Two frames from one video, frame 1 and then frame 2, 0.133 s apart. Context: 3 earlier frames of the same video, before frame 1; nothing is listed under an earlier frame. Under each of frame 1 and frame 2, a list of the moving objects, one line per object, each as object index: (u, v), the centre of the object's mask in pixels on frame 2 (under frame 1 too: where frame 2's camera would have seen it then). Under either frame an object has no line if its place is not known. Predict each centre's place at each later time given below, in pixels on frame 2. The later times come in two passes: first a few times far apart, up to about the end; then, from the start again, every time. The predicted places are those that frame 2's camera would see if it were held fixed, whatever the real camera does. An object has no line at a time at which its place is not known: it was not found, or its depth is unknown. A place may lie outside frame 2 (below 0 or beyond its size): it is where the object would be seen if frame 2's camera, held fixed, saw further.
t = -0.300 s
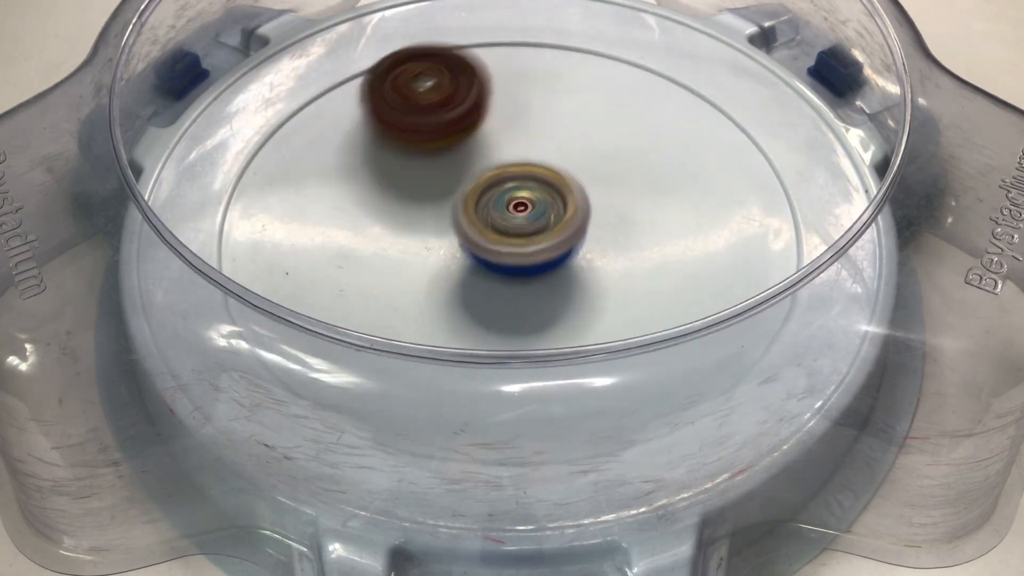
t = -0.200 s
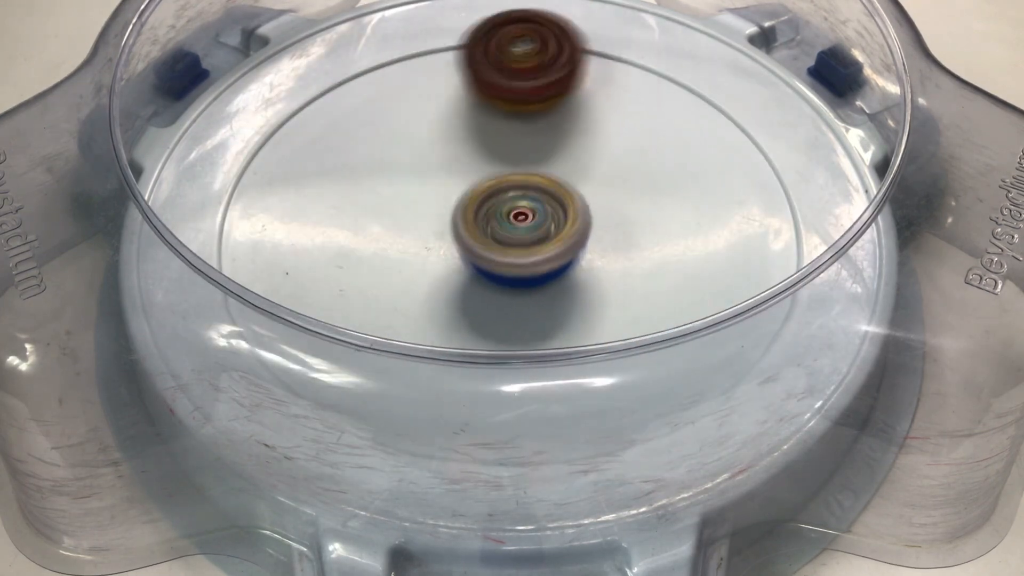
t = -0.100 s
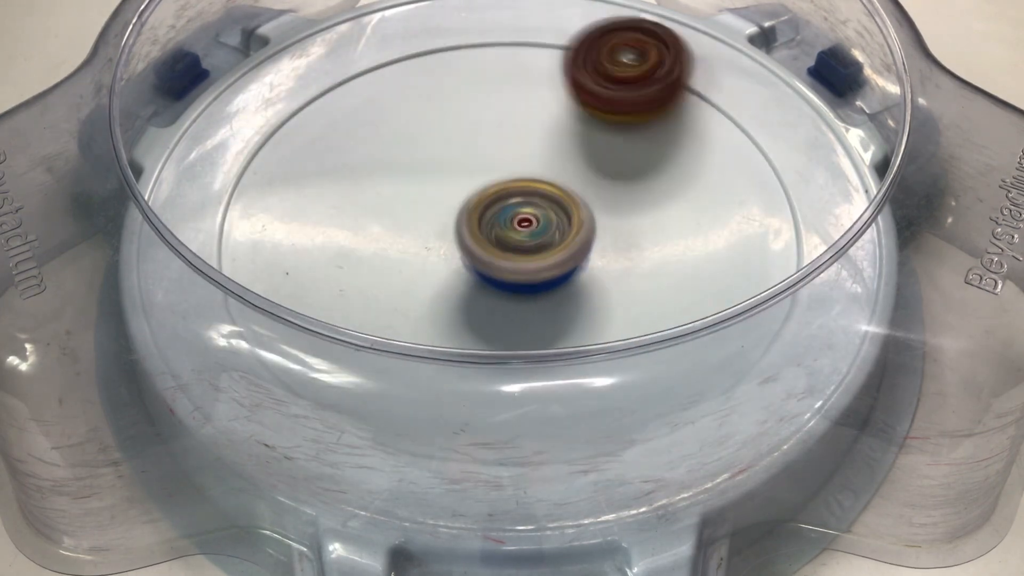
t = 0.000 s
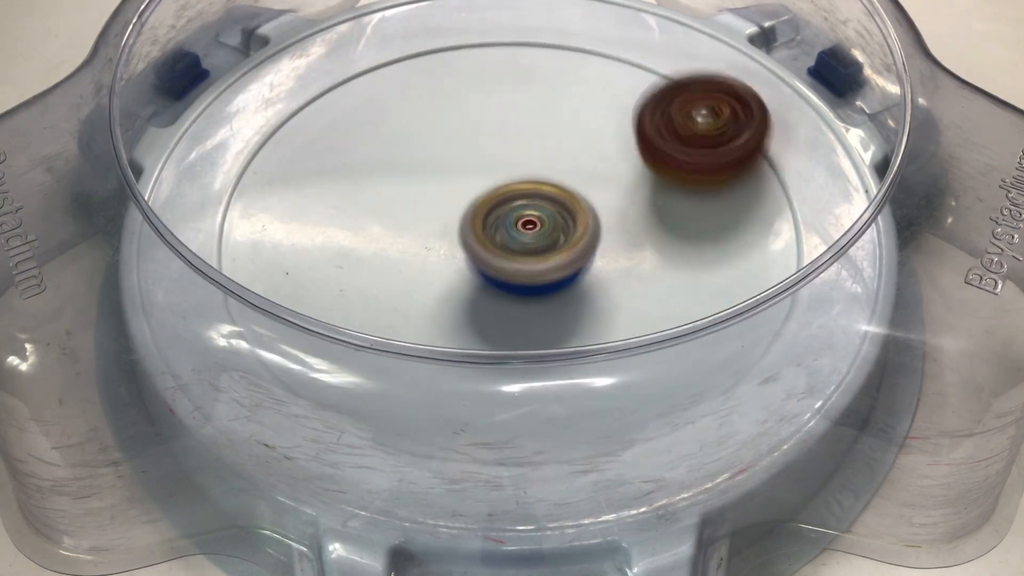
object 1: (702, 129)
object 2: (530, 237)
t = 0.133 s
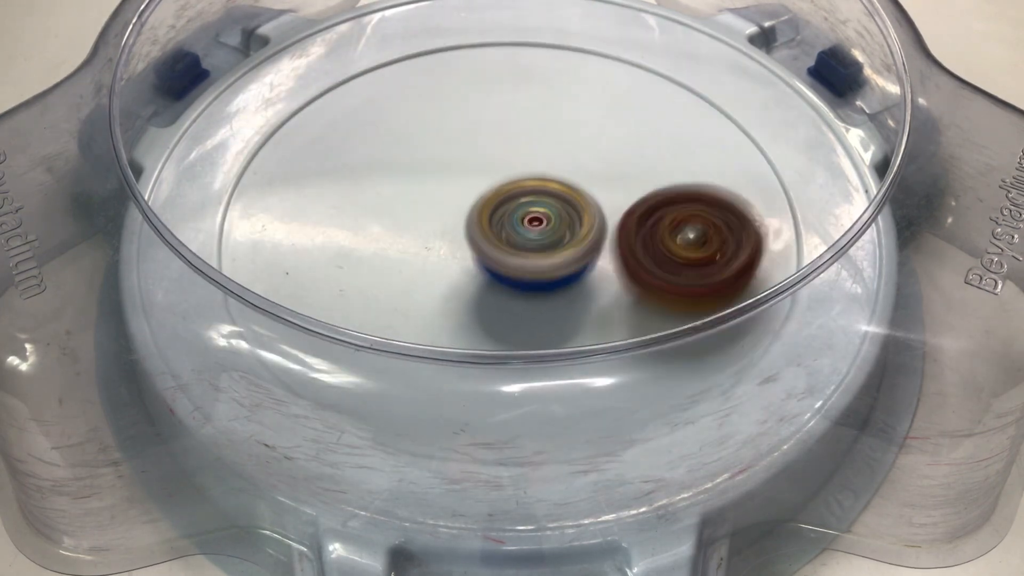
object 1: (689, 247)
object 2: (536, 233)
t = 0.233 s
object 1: (645, 311)
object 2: (474, 222)
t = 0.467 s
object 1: (447, 391)
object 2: (329, 186)
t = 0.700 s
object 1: (428, 340)
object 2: (279, 119)
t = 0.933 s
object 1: (520, 262)
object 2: (382, 138)
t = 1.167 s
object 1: (700, 221)
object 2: (502, 106)
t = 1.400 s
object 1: (700, 227)
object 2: (582, 65)
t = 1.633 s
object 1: (619, 213)
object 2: (634, 49)
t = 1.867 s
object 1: (472, 193)
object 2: (641, 102)
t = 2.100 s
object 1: (372, 130)
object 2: (695, 189)
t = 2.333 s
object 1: (394, 136)
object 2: (717, 228)
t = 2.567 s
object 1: (428, 160)
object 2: (597, 282)
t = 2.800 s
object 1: (504, 233)
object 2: (491, 341)
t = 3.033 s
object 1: (533, 221)
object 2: (493, 370)
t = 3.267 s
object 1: (581, 159)
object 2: (441, 305)
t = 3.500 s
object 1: (692, 80)
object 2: (344, 287)
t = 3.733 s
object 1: (688, 98)
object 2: (364, 240)
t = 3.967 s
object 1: (584, 166)
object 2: (399, 149)
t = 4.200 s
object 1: (469, 245)
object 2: (382, 60)
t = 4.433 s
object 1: (388, 277)
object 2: (402, 90)
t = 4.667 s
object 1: (386, 272)
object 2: (519, 152)
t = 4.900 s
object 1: (442, 244)
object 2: (638, 193)
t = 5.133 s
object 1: (589, 202)
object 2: (745, 212)
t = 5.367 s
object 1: (619, 193)
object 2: (757, 212)
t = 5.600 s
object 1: (523, 154)
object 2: (705, 255)
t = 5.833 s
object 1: (455, 113)
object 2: (584, 299)
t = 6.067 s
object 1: (453, 127)
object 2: (453, 305)
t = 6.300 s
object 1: (448, 214)
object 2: (348, 276)
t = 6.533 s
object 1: (585, 234)
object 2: (273, 274)
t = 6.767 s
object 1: (626, 247)
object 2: (359, 217)
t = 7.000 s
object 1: (616, 247)
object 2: (442, 161)
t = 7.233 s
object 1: (567, 233)
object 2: (533, 117)
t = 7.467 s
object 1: (543, 238)
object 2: (623, 87)
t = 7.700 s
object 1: (515, 243)
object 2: (668, 105)
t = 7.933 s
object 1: (501, 245)
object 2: (642, 190)
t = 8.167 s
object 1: (465, 251)
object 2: (616, 264)
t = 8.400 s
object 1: (460, 241)
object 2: (558, 310)
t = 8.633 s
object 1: (469, 219)
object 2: (499, 309)
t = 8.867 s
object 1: (521, 146)
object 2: (441, 309)
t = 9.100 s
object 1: (574, 99)
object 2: (454, 279)
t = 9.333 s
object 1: (582, 114)
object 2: (466, 206)
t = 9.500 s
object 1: (609, 129)
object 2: (451, 176)
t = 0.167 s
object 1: (678, 269)
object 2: (522, 229)
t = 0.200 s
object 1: (665, 284)
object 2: (497, 225)
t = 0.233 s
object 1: (645, 311)
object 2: (474, 222)
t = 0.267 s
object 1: (613, 333)
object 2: (453, 221)
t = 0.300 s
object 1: (575, 344)
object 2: (433, 222)
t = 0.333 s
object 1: (533, 349)
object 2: (414, 225)
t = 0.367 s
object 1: (492, 348)
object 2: (398, 231)
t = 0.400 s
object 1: (453, 337)
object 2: (384, 237)
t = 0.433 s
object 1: (443, 367)
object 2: (356, 217)
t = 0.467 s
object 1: (447, 391)
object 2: (329, 186)
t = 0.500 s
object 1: (444, 411)
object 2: (310, 162)
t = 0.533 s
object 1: (441, 415)
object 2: (296, 143)
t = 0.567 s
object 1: (435, 408)
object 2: (286, 130)
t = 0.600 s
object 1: (428, 388)
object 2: (277, 121)
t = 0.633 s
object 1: (425, 372)
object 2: (270, 115)
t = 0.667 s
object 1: (425, 364)
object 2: (271, 116)
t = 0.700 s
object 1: (428, 340)
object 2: (279, 119)
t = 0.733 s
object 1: (434, 313)
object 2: (288, 122)
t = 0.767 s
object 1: (437, 308)
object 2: (298, 126)
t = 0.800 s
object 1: (442, 301)
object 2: (312, 130)
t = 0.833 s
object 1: (454, 295)
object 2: (327, 135)
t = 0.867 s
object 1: (472, 283)
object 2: (344, 137)
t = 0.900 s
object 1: (495, 272)
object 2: (363, 139)
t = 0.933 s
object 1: (520, 262)
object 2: (382, 138)
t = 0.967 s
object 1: (548, 253)
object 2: (402, 137)
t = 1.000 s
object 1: (576, 244)
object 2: (421, 134)
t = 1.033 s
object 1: (603, 237)
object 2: (439, 130)
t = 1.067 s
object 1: (630, 230)
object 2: (457, 125)
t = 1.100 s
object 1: (656, 226)
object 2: (473, 119)
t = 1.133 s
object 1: (680, 223)
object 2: (488, 113)
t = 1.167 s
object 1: (700, 221)
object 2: (502, 106)
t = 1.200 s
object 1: (716, 222)
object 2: (515, 98)
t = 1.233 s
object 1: (726, 222)
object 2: (527, 91)
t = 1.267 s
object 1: (730, 224)
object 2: (540, 86)
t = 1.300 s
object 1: (728, 225)
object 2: (550, 80)
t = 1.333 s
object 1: (721, 226)
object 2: (560, 75)
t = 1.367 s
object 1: (711, 226)
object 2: (571, 70)
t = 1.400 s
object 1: (700, 227)
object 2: (582, 65)
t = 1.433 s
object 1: (689, 227)
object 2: (593, 60)
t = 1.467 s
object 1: (678, 227)
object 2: (603, 55)
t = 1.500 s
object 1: (666, 227)
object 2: (612, 52)
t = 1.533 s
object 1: (655, 226)
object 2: (620, 50)
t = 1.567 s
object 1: (644, 224)
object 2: (627, 47)
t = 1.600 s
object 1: (632, 220)
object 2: (632, 47)
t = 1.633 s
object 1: (619, 213)
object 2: (634, 49)
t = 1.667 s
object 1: (606, 204)
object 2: (633, 53)
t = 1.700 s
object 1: (592, 193)
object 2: (630, 62)
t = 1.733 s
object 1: (578, 182)
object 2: (627, 74)
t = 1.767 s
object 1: (553, 188)
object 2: (630, 77)
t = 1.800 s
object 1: (524, 195)
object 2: (633, 82)
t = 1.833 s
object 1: (497, 197)
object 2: (637, 91)
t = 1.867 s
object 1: (472, 193)
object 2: (641, 102)
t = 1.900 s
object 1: (448, 186)
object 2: (646, 115)
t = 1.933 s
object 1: (426, 176)
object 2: (654, 129)
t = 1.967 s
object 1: (406, 165)
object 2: (662, 143)
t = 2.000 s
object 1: (392, 154)
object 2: (671, 154)
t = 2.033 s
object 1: (381, 144)
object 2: (679, 166)
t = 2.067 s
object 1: (375, 136)
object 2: (687, 178)
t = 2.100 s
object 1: (372, 130)
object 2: (695, 189)
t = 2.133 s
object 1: (373, 128)
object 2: (703, 199)
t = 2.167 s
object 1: (375, 128)
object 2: (712, 208)
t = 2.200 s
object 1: (378, 128)
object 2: (720, 215)
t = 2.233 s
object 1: (382, 130)
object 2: (725, 220)
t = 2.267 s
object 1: (386, 131)
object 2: (727, 223)
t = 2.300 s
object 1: (390, 134)
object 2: (724, 226)
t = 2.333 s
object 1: (394, 136)
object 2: (717, 228)
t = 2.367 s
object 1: (398, 138)
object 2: (706, 232)
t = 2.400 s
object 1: (402, 140)
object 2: (691, 238)
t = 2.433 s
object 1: (406, 142)
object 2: (671, 245)
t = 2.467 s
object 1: (410, 146)
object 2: (651, 255)
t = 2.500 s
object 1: (415, 149)
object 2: (633, 264)
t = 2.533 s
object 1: (421, 154)
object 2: (615, 273)
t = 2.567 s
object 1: (428, 160)
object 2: (597, 282)
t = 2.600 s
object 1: (438, 168)
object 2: (579, 290)
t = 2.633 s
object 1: (448, 178)
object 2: (561, 297)
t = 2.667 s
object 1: (460, 189)
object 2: (545, 303)
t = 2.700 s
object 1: (472, 202)
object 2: (530, 307)
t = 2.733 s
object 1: (483, 214)
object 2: (516, 311)
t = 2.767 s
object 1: (494, 225)
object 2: (504, 314)
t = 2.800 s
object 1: (504, 233)
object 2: (491, 341)
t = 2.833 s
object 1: (511, 229)
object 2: (481, 373)
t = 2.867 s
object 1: (516, 224)
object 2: (475, 393)
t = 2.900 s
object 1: (520, 223)
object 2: (473, 412)
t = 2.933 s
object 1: (523, 222)
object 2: (471, 415)
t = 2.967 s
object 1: (527, 222)
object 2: (478, 409)
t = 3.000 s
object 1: (530, 222)
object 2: (486, 388)
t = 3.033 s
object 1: (533, 221)
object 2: (493, 370)
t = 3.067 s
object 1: (536, 221)
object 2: (496, 353)
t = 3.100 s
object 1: (538, 220)
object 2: (498, 334)
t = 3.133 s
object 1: (541, 219)
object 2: (496, 312)
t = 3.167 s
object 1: (544, 216)
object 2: (492, 303)
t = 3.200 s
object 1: (553, 200)
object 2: (476, 302)
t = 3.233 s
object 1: (566, 178)
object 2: (458, 305)
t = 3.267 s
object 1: (581, 159)
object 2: (441, 305)
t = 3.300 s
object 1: (598, 142)
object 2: (425, 303)
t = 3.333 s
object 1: (615, 128)
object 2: (409, 301)
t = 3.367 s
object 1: (633, 114)
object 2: (393, 299)
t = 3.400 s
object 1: (651, 101)
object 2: (378, 296)
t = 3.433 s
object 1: (668, 90)
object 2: (364, 293)
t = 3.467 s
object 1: (684, 83)
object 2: (353, 290)
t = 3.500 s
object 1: (692, 80)
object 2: (344, 287)
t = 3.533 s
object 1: (695, 80)
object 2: (338, 284)
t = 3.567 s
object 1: (695, 81)
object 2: (338, 281)
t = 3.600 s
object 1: (694, 83)
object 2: (340, 278)
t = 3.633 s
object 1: (693, 86)
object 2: (344, 273)
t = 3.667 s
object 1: (692, 90)
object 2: (350, 266)
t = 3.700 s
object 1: (690, 94)
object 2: (357, 254)
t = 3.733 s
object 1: (688, 98)
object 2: (364, 240)
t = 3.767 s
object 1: (685, 103)
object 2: (370, 226)
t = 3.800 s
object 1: (679, 109)
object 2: (376, 213)
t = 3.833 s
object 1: (669, 119)
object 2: (382, 199)
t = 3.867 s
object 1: (654, 131)
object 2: (387, 186)
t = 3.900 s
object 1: (633, 144)
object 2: (392, 173)
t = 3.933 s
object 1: (609, 156)
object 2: (396, 161)
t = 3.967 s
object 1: (584, 166)
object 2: (399, 149)
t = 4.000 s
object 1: (558, 174)
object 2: (403, 136)
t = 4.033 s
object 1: (532, 181)
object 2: (407, 125)
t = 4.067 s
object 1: (510, 186)
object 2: (408, 111)
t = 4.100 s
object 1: (506, 204)
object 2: (397, 95)
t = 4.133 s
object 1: (499, 218)
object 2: (393, 80)
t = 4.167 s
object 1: (486, 233)
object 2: (388, 69)
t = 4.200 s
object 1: (469, 245)
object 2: (382, 60)
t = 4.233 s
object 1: (451, 256)
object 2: (376, 53)
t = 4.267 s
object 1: (434, 265)
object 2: (372, 50)
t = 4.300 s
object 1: (418, 271)
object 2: (372, 53)
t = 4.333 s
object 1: (406, 275)
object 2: (373, 56)
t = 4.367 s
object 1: (396, 277)
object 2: (378, 66)
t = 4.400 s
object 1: (391, 277)
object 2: (388, 77)
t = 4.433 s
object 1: (388, 277)
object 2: (402, 90)
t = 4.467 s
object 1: (386, 277)
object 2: (418, 101)
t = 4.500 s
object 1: (385, 276)
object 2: (434, 111)
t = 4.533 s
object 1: (385, 276)
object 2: (450, 121)
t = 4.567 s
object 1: (384, 275)
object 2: (468, 130)
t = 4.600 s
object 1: (384, 274)
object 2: (484, 138)
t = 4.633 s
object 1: (385, 273)
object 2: (502, 145)
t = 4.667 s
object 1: (386, 272)
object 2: (519, 152)
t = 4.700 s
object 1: (388, 270)
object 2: (536, 159)
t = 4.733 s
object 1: (390, 268)
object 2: (553, 165)
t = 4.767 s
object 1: (393, 266)
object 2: (570, 171)
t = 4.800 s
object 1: (400, 262)
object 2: (587, 176)
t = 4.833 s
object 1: (411, 257)
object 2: (604, 182)
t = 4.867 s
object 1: (425, 251)
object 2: (621, 187)
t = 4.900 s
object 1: (442, 244)
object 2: (638, 193)
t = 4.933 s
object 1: (460, 237)
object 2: (654, 198)
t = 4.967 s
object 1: (480, 229)
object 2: (671, 202)
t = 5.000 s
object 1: (501, 223)
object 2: (687, 206)
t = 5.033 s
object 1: (524, 217)
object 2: (703, 209)
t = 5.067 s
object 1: (546, 211)
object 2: (718, 211)
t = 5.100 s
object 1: (567, 206)
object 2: (732, 212)
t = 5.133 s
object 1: (589, 202)
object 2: (745, 212)
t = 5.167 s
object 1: (609, 200)
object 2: (754, 209)
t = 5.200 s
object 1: (620, 197)
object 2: (765, 206)
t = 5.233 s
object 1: (625, 195)
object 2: (768, 206)
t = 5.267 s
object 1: (627, 194)
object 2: (768, 207)
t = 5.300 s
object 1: (624, 194)
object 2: (767, 209)
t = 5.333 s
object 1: (621, 193)
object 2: (764, 211)
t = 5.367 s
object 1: (619, 193)
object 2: (757, 212)
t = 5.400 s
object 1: (613, 191)
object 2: (752, 214)
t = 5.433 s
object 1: (608, 190)
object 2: (743, 217)
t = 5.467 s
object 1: (592, 185)
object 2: (741, 223)
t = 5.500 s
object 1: (575, 179)
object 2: (737, 232)
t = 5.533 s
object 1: (557, 172)
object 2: (729, 240)
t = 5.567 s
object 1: (539, 163)
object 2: (718, 247)
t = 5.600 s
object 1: (523, 154)
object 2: (705, 255)
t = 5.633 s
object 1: (507, 145)
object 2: (690, 263)
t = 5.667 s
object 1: (493, 135)
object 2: (674, 270)
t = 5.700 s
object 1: (481, 127)
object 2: (657, 278)
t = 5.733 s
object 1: (471, 121)
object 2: (639, 284)
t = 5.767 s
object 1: (463, 116)
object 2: (620, 290)
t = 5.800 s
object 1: (458, 114)
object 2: (602, 296)
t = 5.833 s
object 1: (455, 113)
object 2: (584, 299)
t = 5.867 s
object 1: (454, 114)
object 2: (566, 303)
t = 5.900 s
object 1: (454, 114)
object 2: (548, 305)
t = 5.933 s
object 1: (454, 115)
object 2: (528, 307)
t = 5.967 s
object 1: (454, 117)
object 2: (509, 308)
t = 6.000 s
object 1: (454, 119)
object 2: (490, 307)
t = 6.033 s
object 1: (454, 122)
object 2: (471, 306)
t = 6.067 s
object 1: (453, 127)
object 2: (453, 305)
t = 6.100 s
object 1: (453, 135)
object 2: (436, 302)
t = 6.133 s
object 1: (453, 146)
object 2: (419, 300)
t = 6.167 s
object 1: (452, 158)
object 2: (402, 297)
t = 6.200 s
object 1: (451, 172)
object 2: (386, 292)
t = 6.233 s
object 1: (450, 187)
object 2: (373, 287)
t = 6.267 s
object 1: (448, 202)
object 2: (360, 282)
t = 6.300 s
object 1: (448, 214)
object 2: (348, 276)
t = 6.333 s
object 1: (468, 215)
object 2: (319, 274)
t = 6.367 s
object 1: (491, 214)
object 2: (300, 272)
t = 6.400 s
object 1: (512, 215)
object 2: (275, 281)
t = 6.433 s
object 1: (532, 219)
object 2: (260, 280)
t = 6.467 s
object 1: (551, 224)
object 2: (251, 278)
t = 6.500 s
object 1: (568, 229)
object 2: (259, 277)
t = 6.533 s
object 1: (585, 234)
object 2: (273, 274)
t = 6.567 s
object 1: (599, 239)
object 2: (292, 263)
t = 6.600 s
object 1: (610, 243)
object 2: (302, 261)
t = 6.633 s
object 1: (619, 245)
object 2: (311, 256)
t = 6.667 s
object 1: (624, 247)
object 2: (323, 246)
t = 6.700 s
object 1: (626, 247)
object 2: (336, 236)
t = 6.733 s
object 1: (627, 247)
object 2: (347, 226)
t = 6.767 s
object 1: (626, 247)
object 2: (359, 217)
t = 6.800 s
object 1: (625, 247)
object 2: (371, 208)
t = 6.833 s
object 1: (624, 248)
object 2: (383, 199)
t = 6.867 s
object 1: (623, 249)
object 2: (394, 191)
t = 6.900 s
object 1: (622, 249)
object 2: (407, 183)
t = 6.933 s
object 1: (621, 248)
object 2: (418, 176)
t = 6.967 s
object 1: (619, 248)
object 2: (431, 168)
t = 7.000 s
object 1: (616, 247)
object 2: (442, 161)
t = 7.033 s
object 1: (611, 245)
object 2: (456, 154)
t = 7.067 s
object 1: (603, 242)
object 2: (469, 148)
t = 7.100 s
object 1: (594, 238)
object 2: (482, 143)
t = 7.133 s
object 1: (583, 232)
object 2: (496, 138)
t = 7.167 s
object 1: (574, 227)
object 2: (509, 132)
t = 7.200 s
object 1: (569, 231)
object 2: (521, 123)
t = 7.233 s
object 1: (567, 233)
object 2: (533, 117)
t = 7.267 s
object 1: (565, 233)
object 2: (545, 111)
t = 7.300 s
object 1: (563, 234)
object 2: (558, 106)
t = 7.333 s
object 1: (559, 235)
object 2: (571, 101)
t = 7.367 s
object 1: (556, 235)
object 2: (584, 97)
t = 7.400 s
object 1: (552, 236)
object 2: (597, 92)
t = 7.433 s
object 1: (548, 237)
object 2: (611, 89)
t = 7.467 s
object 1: (543, 238)
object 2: (623, 87)
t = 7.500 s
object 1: (539, 239)
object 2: (636, 84)
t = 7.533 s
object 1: (534, 239)
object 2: (648, 85)
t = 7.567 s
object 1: (530, 240)
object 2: (657, 86)
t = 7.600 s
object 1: (526, 241)
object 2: (664, 88)
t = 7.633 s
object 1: (522, 242)
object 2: (667, 91)
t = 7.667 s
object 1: (518, 242)
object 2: (668, 98)
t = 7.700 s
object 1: (515, 243)
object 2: (668, 105)
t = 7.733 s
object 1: (512, 244)
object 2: (667, 117)
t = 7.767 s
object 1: (510, 244)
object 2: (665, 130)
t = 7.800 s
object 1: (507, 244)
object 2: (663, 142)
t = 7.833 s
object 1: (506, 245)
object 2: (659, 154)
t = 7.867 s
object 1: (504, 245)
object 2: (654, 167)
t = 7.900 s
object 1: (502, 245)
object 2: (649, 178)
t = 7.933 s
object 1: (501, 245)
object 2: (642, 190)
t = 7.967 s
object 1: (498, 246)
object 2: (636, 201)
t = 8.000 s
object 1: (487, 249)
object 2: (635, 209)
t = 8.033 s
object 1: (482, 250)
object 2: (630, 222)
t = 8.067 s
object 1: (478, 251)
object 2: (625, 232)
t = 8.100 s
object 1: (473, 252)
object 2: (622, 243)
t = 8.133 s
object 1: (467, 251)
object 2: (618, 255)
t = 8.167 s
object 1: (465, 251)
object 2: (616, 264)
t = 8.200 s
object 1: (463, 251)
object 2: (609, 274)
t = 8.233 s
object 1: (462, 250)
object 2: (603, 284)
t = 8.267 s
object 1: (461, 248)
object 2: (596, 290)
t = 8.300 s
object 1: (461, 246)
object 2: (587, 297)
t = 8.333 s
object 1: (461, 245)
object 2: (578, 302)
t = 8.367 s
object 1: (460, 243)
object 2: (569, 306)
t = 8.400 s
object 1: (460, 241)
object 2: (558, 310)
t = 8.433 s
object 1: (461, 239)
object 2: (549, 312)
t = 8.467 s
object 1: (462, 238)
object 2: (538, 314)
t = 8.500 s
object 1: (463, 236)
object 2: (531, 313)
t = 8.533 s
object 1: (464, 233)
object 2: (522, 312)
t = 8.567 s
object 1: (465, 229)
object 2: (514, 312)
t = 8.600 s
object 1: (465, 224)
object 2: (506, 312)
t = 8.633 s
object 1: (469, 219)
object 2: (499, 309)
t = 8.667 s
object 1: (474, 213)
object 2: (492, 307)
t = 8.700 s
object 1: (481, 208)
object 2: (481, 303)
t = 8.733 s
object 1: (486, 201)
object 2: (471, 298)
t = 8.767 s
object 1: (493, 185)
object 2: (458, 303)
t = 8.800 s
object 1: (503, 170)
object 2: (452, 305)
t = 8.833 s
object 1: (511, 159)
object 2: (444, 307)
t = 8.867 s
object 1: (521, 146)
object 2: (441, 309)
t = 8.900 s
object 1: (530, 134)
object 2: (441, 310)
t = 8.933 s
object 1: (539, 123)
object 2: (444, 309)
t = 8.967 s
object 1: (548, 114)
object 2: (447, 307)
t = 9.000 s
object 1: (558, 106)
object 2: (451, 303)
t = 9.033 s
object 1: (565, 101)
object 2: (453, 297)
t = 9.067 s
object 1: (570, 99)
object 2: (454, 289)
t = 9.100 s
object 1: (574, 99)
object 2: (454, 279)
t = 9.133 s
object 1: (576, 100)
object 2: (454, 268)
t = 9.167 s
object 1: (577, 101)
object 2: (455, 258)
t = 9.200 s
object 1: (578, 104)
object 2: (456, 247)
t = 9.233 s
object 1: (580, 106)
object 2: (458, 237)
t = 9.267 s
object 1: (581, 108)
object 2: (460, 226)
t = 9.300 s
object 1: (581, 111)
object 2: (462, 216)
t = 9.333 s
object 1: (582, 114)
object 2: (466, 206)
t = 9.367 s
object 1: (579, 121)
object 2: (469, 195)
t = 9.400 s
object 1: (581, 127)
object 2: (468, 187)
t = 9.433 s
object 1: (594, 125)
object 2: (458, 185)
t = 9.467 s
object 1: (603, 126)
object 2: (454, 183)
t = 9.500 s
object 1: (609, 129)
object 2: (451, 176)
